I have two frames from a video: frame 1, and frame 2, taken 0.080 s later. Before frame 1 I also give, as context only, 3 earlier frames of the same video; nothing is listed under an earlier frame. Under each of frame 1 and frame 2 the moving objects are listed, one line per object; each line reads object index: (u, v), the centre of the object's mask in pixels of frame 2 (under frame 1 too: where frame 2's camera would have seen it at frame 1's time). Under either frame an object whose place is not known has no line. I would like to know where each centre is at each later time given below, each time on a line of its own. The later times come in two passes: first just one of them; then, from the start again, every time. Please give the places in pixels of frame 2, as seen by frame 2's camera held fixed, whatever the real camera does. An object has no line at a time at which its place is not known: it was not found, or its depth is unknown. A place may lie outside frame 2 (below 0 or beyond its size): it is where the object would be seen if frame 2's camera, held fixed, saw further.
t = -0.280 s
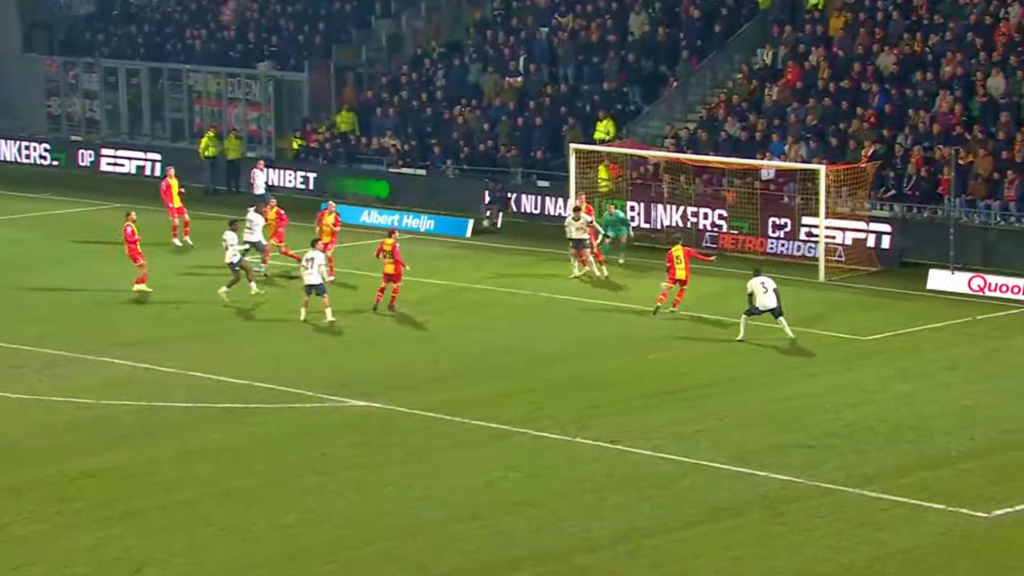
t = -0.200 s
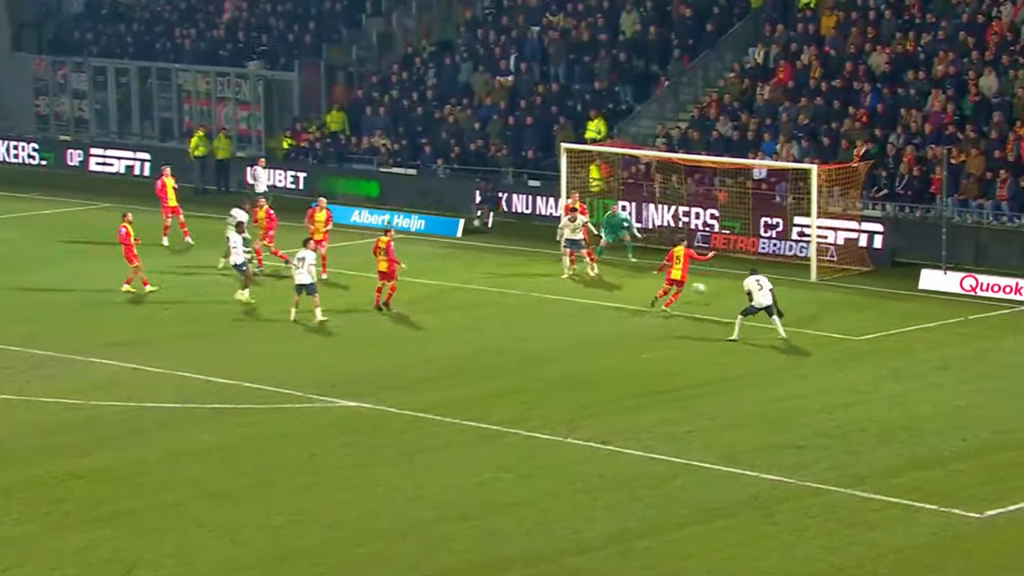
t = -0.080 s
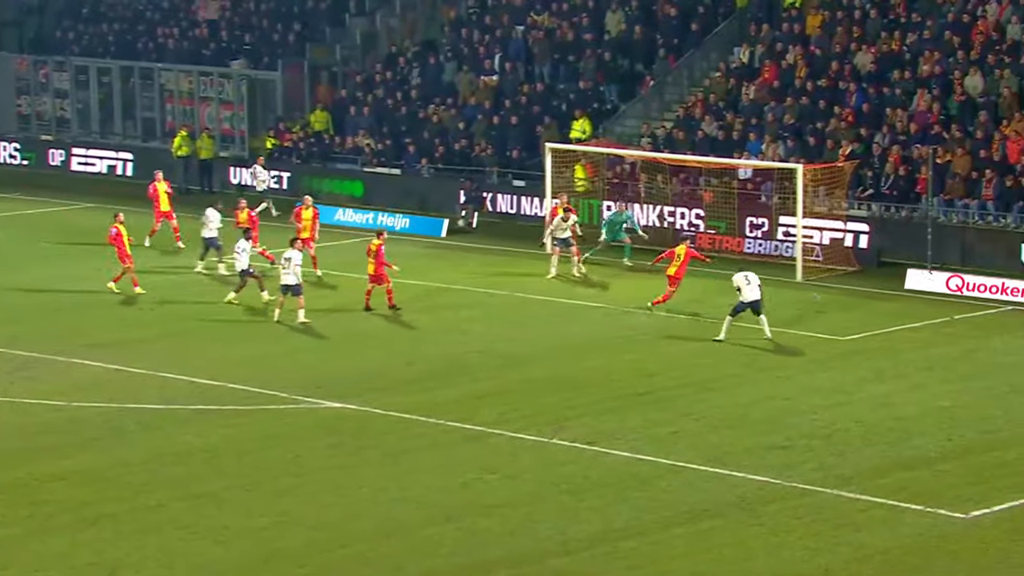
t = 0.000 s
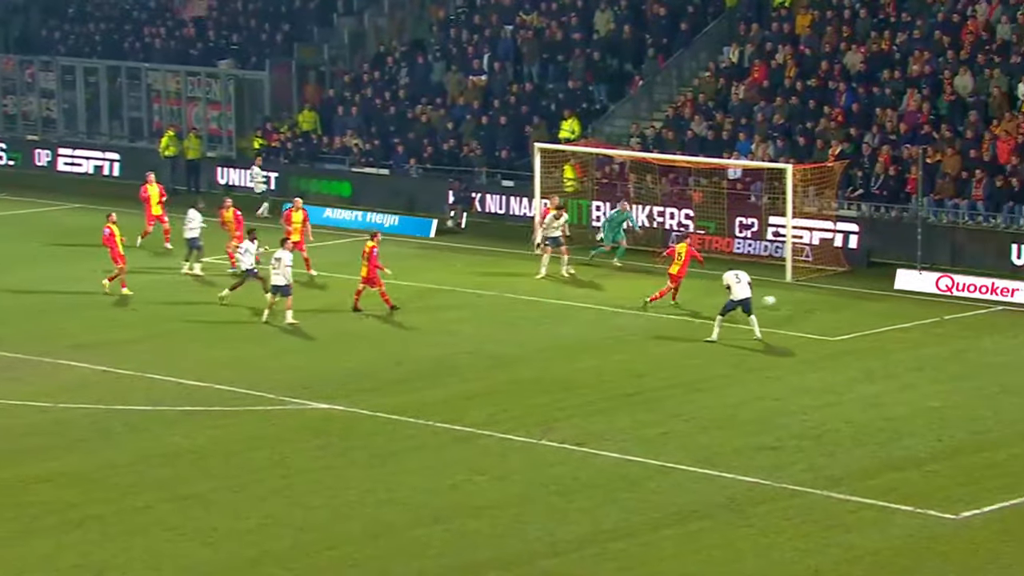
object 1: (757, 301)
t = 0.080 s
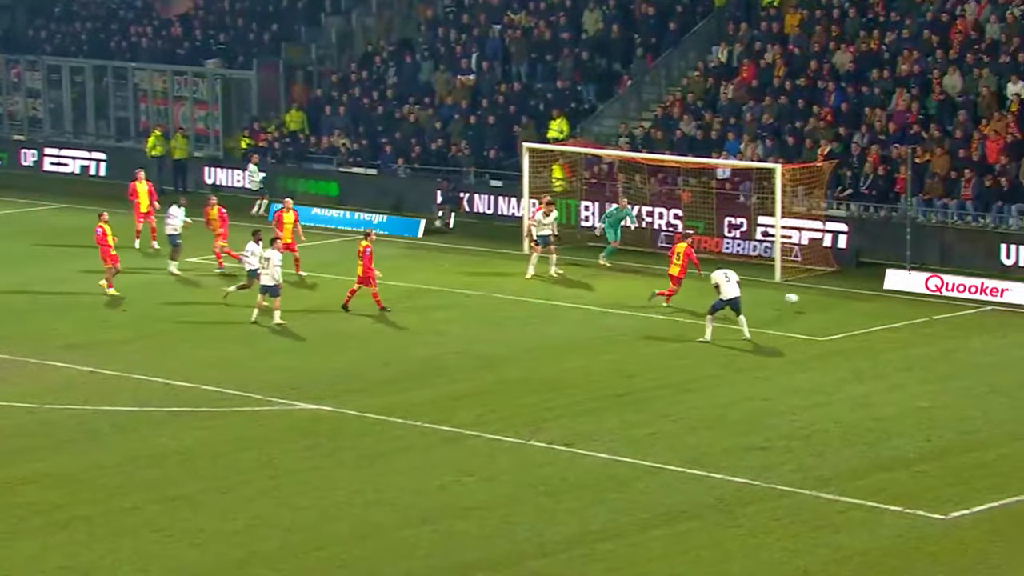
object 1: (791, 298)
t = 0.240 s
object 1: (858, 303)
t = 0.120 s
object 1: (807, 298)
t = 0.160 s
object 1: (824, 299)
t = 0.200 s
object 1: (841, 301)
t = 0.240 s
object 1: (858, 303)
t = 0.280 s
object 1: (874, 306)
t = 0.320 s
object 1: (890, 311)
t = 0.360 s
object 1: (905, 310)
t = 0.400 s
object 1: (920, 309)
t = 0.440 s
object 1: (934, 309)
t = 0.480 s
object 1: (949, 310)
